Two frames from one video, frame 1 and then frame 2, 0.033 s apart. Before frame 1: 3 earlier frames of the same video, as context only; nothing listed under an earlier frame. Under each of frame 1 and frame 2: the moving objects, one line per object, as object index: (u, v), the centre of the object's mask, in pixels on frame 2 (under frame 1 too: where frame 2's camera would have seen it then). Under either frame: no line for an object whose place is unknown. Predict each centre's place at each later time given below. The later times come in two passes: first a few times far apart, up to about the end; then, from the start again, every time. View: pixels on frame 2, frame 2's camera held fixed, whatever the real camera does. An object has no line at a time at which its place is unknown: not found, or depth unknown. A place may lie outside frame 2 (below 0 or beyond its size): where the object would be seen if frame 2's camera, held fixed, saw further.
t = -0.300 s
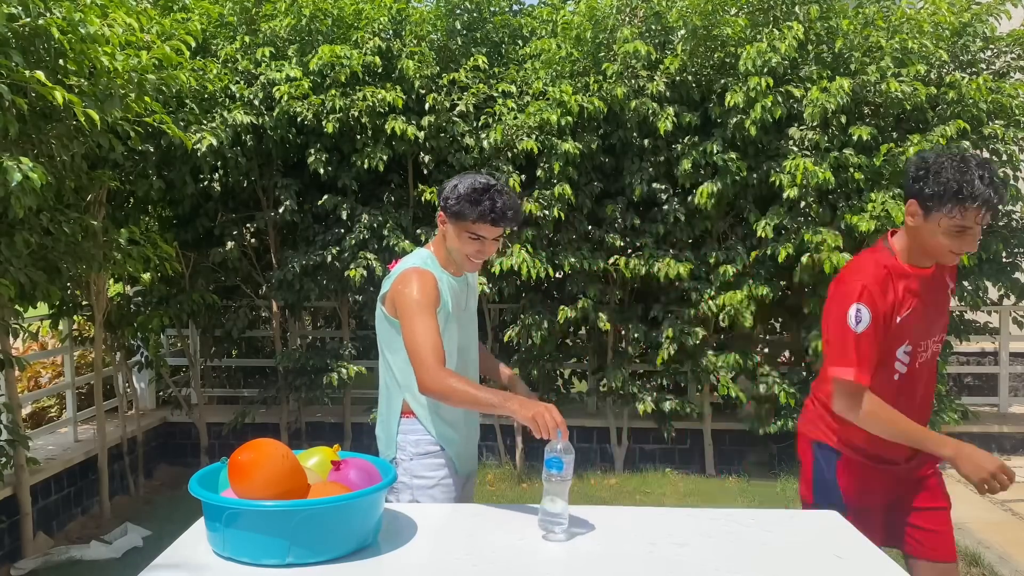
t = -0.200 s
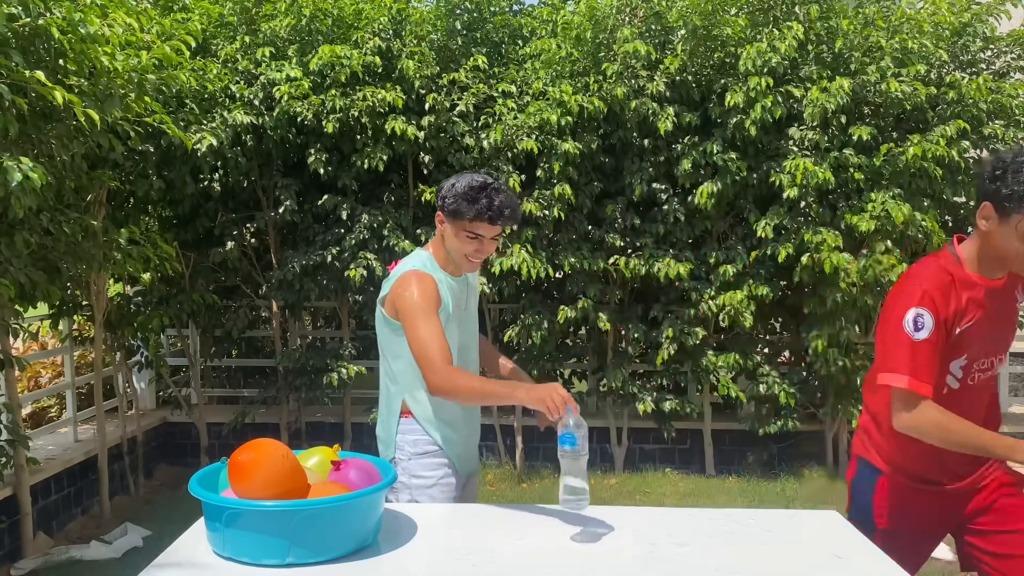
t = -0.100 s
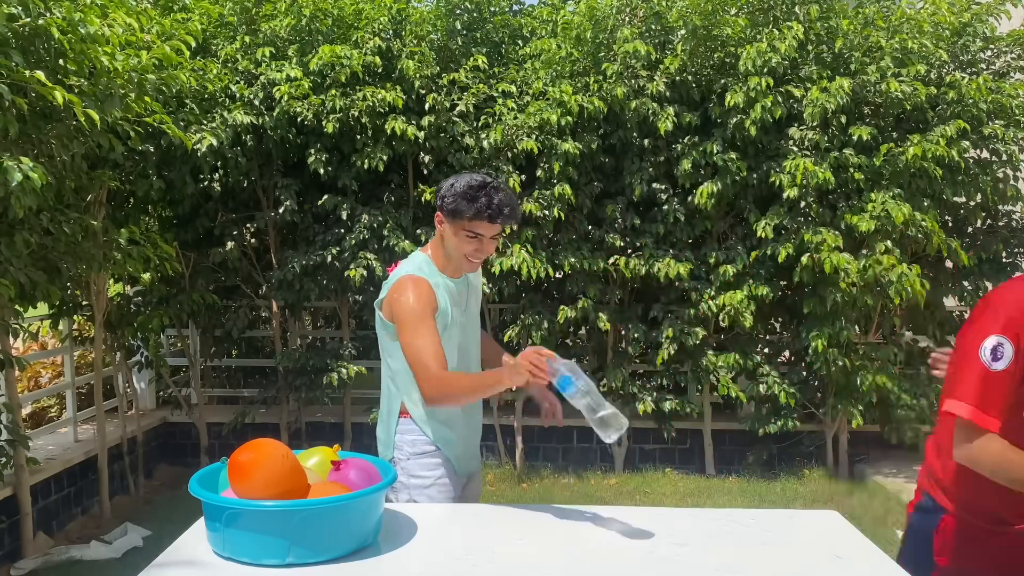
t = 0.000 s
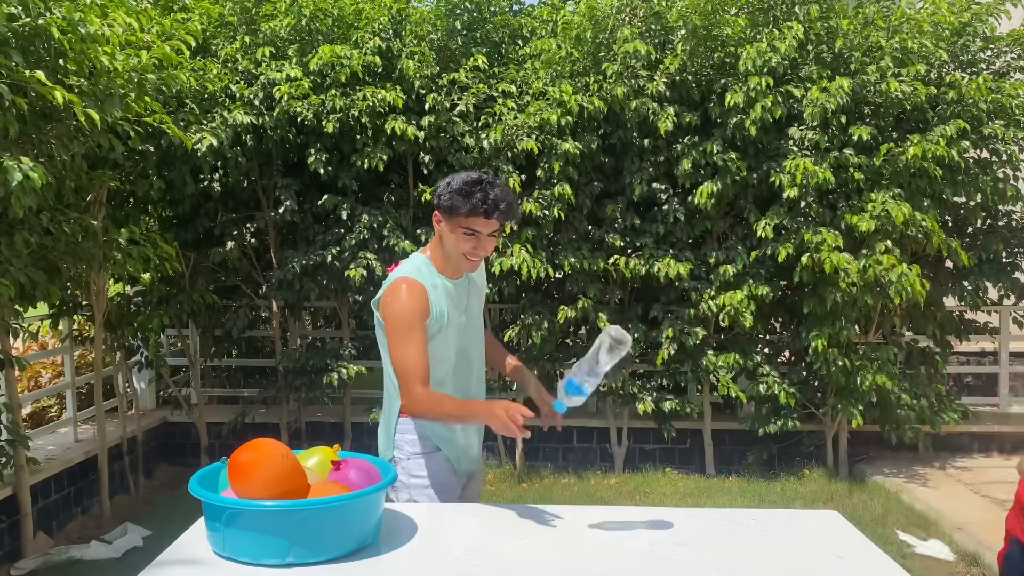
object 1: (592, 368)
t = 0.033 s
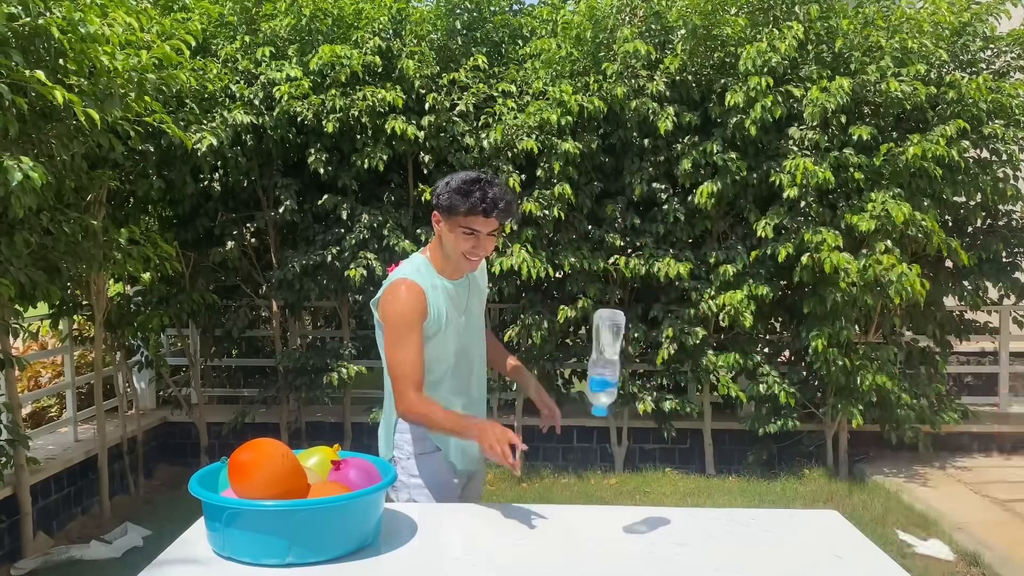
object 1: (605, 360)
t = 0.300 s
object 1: (607, 394)
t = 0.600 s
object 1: (621, 545)
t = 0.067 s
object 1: (616, 346)
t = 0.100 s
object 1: (621, 333)
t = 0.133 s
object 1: (619, 325)
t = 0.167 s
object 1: (616, 326)
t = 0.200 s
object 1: (614, 334)
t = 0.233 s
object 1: (611, 348)
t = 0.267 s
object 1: (609, 368)
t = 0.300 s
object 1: (607, 394)
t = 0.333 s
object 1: (605, 425)
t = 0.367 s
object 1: (603, 461)
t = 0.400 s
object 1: (602, 502)
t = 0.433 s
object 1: (609, 515)
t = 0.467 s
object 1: (617, 526)
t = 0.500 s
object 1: (619, 543)
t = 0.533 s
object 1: (620, 544)
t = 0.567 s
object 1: (621, 545)
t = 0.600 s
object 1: (621, 545)
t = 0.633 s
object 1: (621, 545)
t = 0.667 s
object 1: (621, 545)
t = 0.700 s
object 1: (621, 545)
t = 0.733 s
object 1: (621, 545)
